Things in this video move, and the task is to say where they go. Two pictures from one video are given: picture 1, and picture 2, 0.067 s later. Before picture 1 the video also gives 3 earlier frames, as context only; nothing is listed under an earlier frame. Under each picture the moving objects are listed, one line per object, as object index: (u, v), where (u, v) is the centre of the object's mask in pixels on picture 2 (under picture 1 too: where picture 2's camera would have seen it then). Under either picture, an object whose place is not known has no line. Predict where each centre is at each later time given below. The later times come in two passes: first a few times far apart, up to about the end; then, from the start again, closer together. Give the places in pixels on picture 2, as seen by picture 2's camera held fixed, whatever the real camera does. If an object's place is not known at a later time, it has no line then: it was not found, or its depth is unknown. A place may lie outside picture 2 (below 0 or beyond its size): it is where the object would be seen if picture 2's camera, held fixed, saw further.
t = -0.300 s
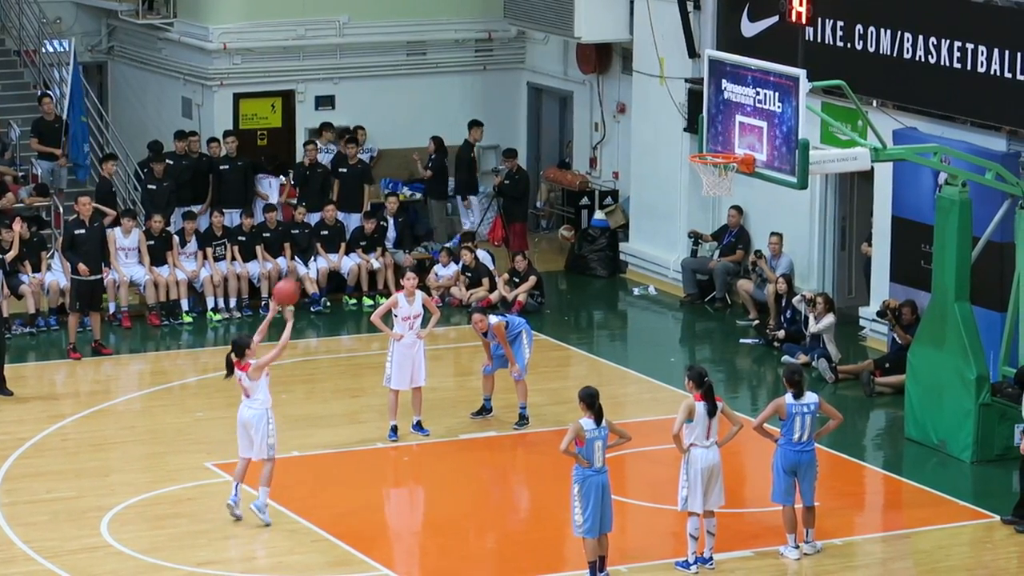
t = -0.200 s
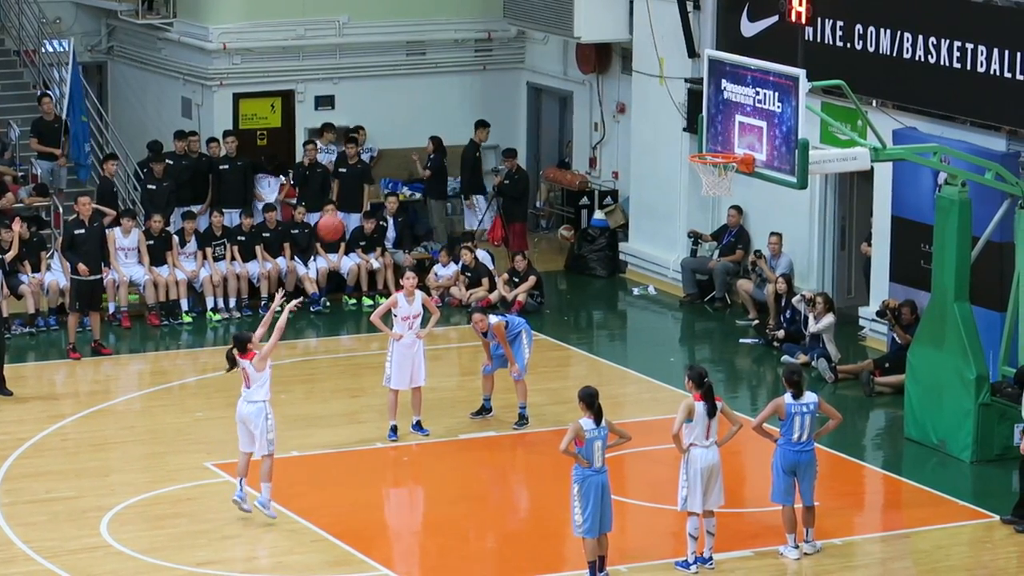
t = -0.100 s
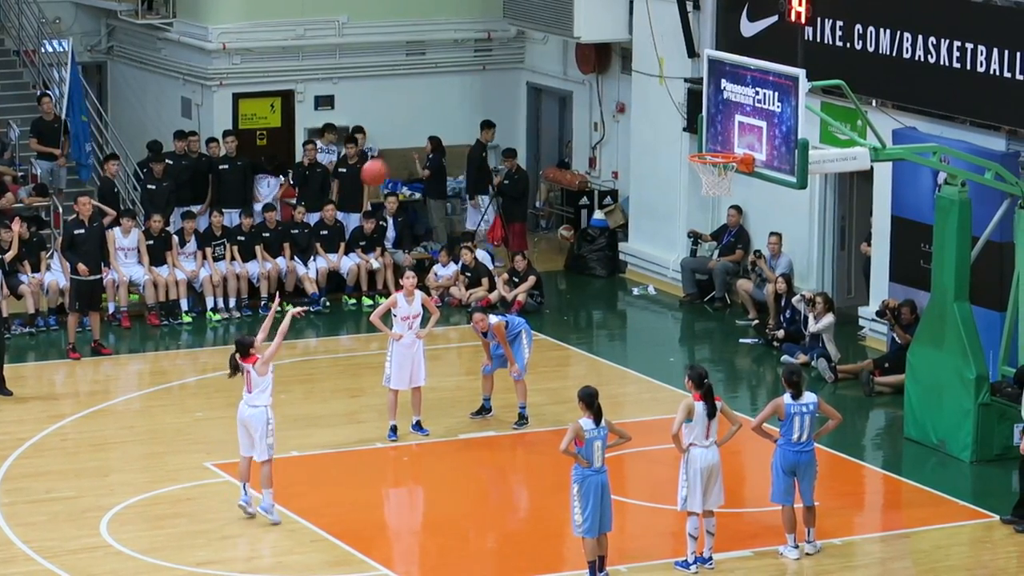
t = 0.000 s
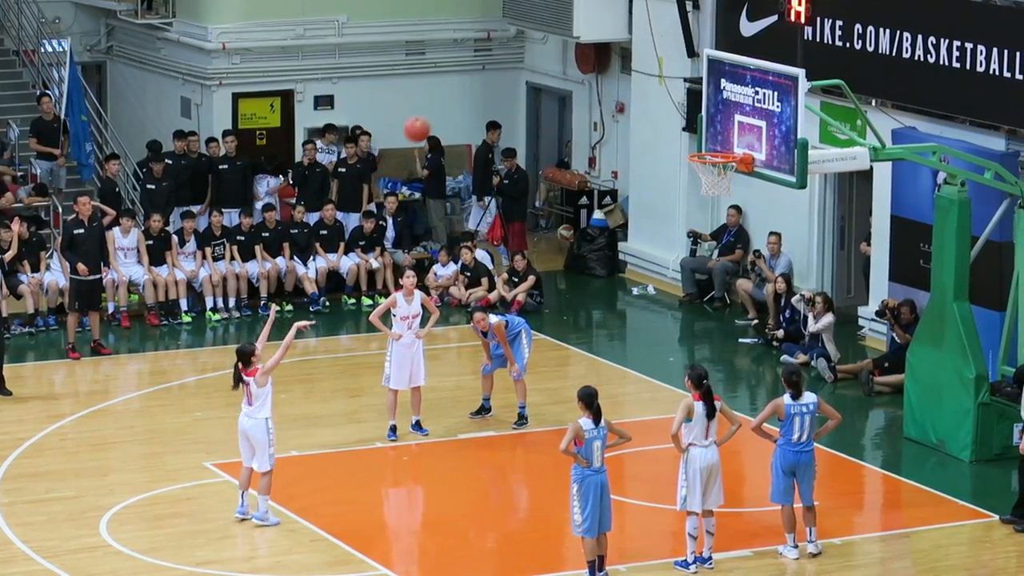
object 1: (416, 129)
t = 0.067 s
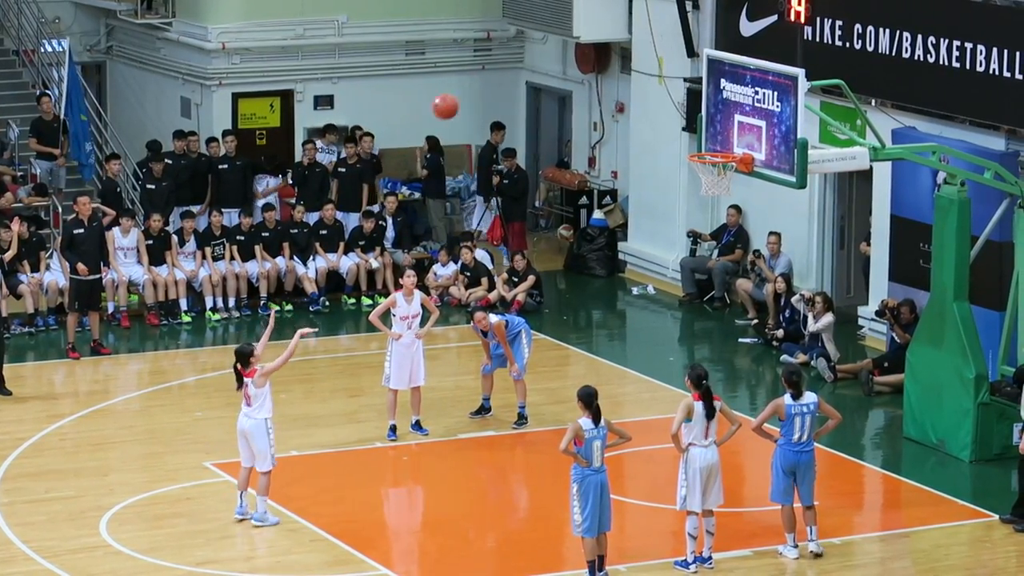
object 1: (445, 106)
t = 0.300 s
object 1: (543, 65)
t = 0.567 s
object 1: (649, 89)
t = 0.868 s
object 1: (691, 172)
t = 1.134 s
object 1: (720, 193)
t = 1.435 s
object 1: (751, 295)
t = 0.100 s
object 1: (459, 97)
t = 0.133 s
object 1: (473, 89)
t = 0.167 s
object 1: (487, 81)
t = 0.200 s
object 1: (501, 76)
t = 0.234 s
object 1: (515, 71)
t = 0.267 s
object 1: (529, 68)
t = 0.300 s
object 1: (543, 65)
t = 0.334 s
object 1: (556, 64)
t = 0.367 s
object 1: (571, 64)
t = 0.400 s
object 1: (584, 65)
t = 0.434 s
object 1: (597, 67)
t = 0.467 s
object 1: (609, 71)
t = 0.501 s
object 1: (623, 75)
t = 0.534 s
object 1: (636, 81)
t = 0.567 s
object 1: (649, 89)
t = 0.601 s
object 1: (662, 97)
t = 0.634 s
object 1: (675, 106)
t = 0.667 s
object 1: (687, 116)
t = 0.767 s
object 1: (725, 151)
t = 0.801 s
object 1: (715, 163)
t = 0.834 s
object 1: (700, 172)
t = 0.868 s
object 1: (691, 172)
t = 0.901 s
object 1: (692, 171)
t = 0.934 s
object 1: (696, 173)
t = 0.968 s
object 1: (700, 174)
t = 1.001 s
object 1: (703, 178)
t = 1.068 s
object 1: (712, 183)
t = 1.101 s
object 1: (716, 187)
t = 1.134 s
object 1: (720, 193)
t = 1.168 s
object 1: (723, 200)
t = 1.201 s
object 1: (727, 208)
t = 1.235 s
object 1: (731, 217)
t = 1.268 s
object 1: (733, 228)
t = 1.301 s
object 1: (738, 238)
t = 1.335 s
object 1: (741, 251)
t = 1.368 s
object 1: (744, 264)
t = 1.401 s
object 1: (747, 278)
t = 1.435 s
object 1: (751, 295)
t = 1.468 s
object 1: (755, 311)
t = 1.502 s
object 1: (757, 328)
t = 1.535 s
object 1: (761, 347)
